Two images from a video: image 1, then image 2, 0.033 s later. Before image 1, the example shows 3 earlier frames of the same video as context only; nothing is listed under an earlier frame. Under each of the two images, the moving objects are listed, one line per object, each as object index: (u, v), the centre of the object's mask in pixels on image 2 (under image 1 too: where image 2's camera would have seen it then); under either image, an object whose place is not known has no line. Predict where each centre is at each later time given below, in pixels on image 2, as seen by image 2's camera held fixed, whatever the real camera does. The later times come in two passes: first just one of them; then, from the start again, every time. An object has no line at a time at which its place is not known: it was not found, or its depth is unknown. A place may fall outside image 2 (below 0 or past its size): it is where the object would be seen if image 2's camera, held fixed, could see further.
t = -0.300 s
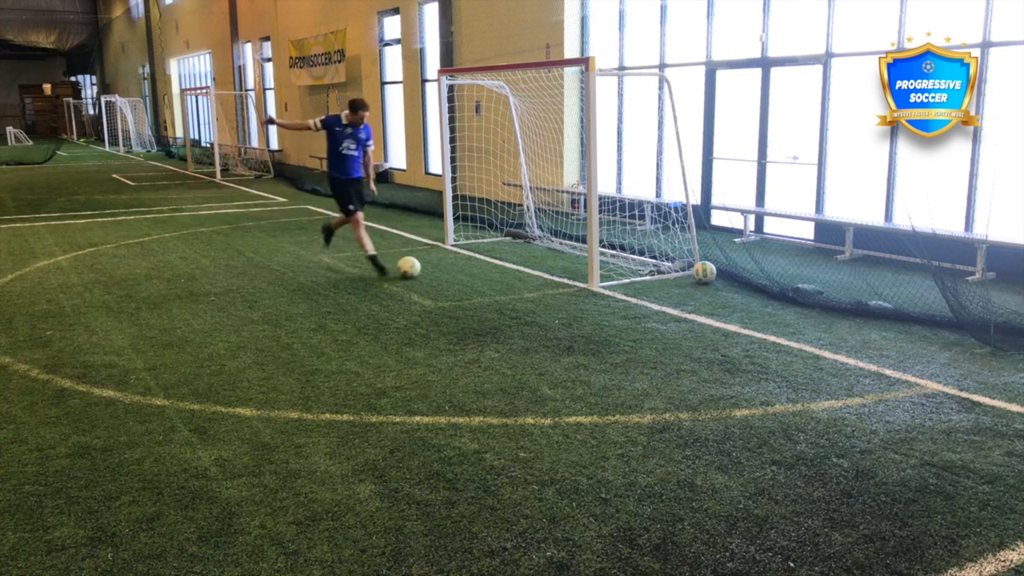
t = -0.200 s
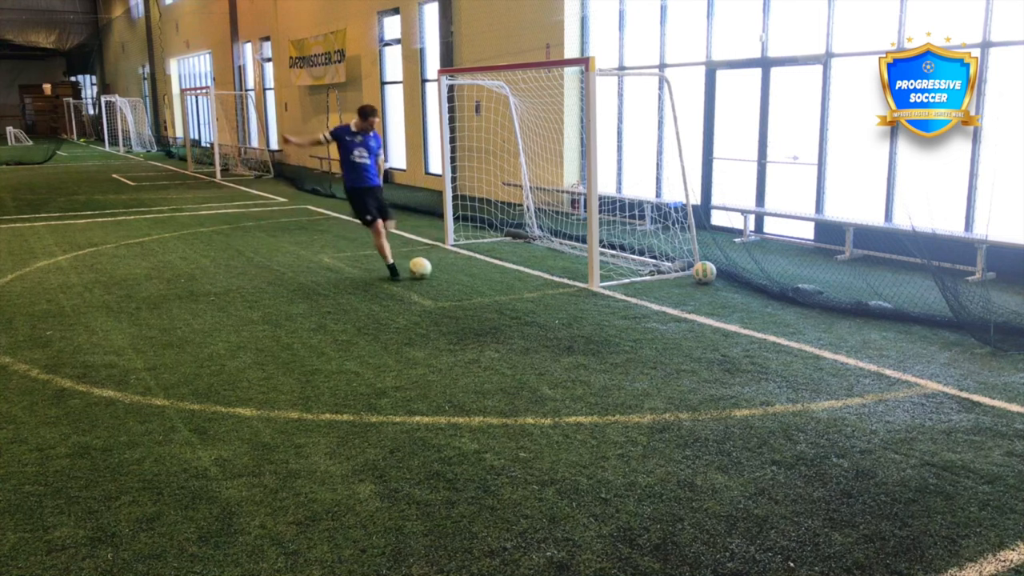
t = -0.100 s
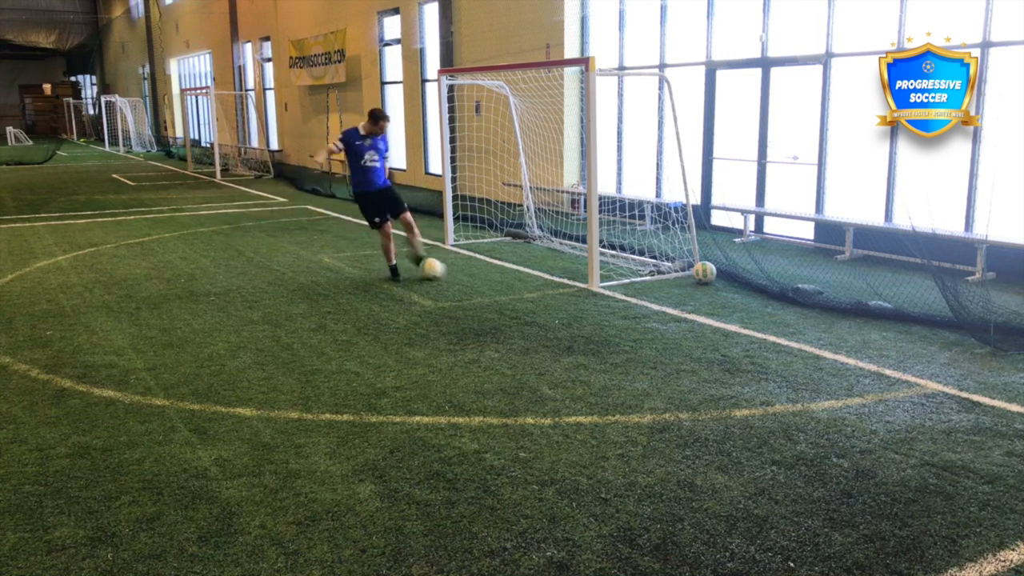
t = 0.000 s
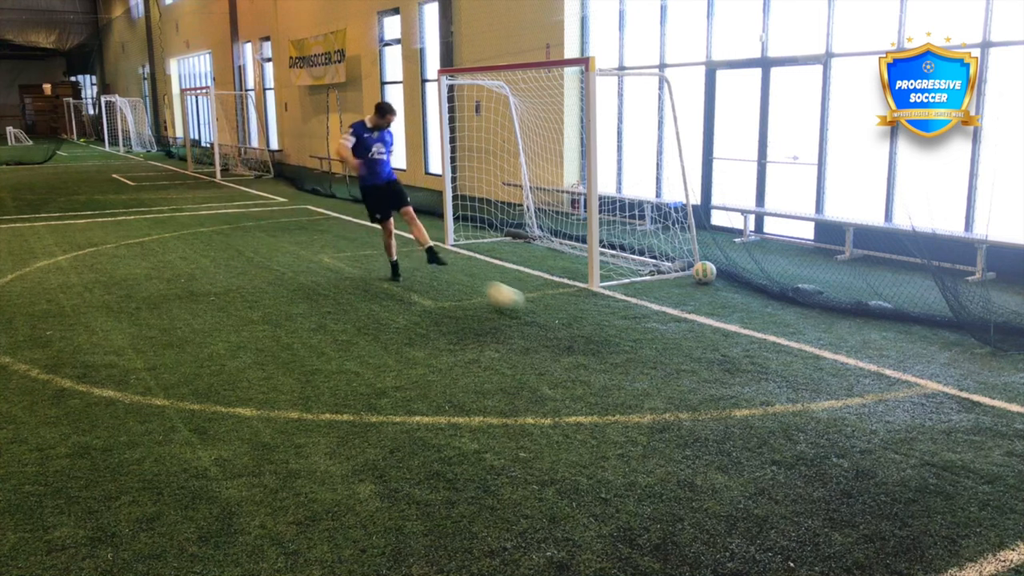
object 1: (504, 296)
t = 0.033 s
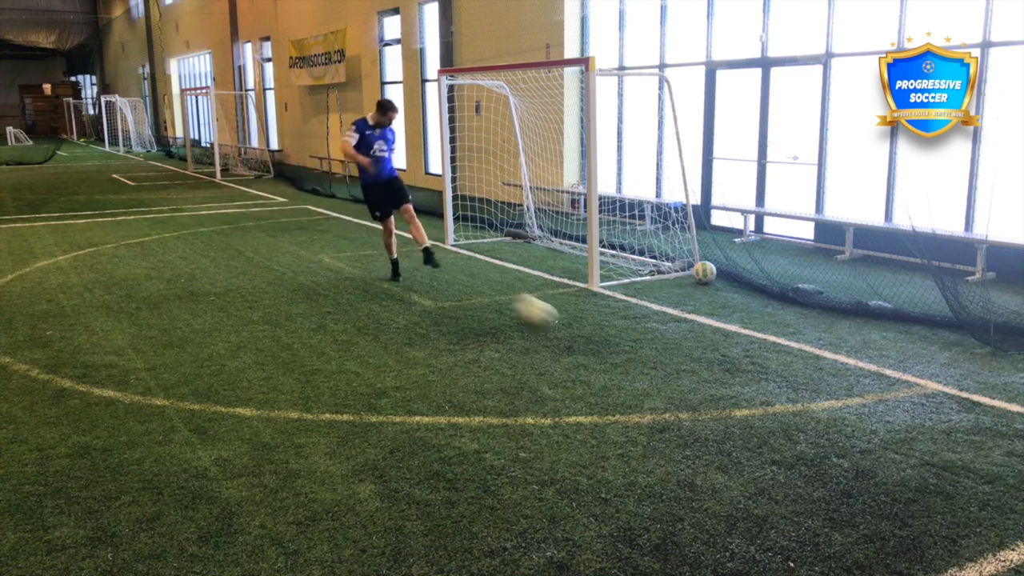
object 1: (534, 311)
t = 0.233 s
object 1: (846, 452)
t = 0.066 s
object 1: (569, 328)
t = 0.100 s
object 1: (607, 343)
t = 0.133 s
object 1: (654, 363)
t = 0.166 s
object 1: (707, 387)
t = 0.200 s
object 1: (773, 421)
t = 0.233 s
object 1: (846, 452)
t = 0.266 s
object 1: (938, 490)
